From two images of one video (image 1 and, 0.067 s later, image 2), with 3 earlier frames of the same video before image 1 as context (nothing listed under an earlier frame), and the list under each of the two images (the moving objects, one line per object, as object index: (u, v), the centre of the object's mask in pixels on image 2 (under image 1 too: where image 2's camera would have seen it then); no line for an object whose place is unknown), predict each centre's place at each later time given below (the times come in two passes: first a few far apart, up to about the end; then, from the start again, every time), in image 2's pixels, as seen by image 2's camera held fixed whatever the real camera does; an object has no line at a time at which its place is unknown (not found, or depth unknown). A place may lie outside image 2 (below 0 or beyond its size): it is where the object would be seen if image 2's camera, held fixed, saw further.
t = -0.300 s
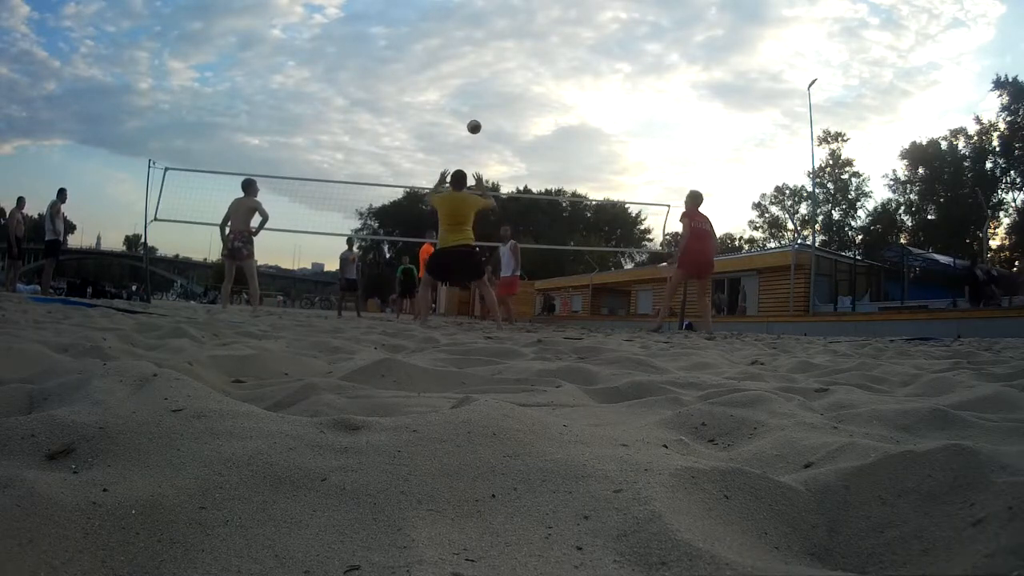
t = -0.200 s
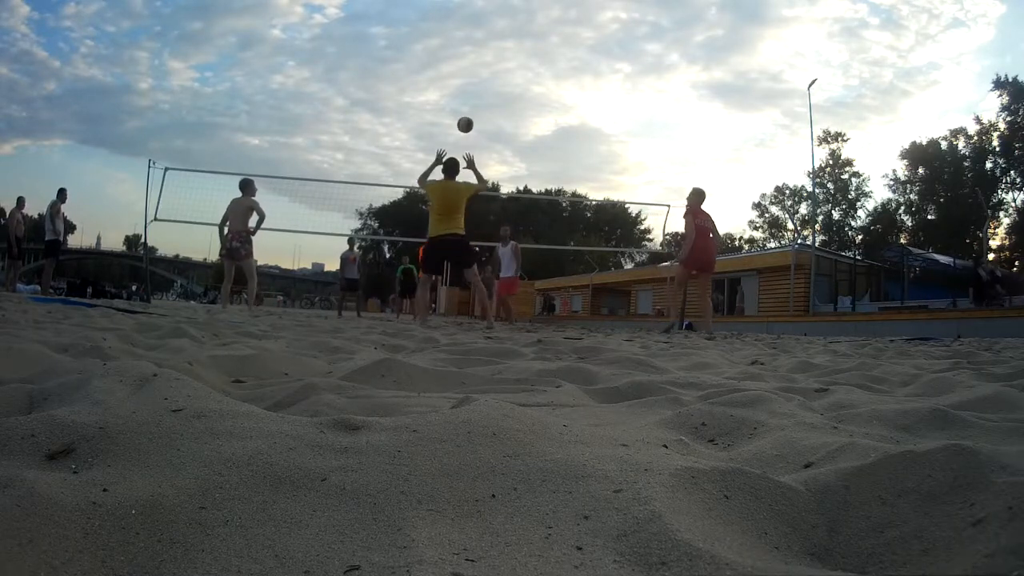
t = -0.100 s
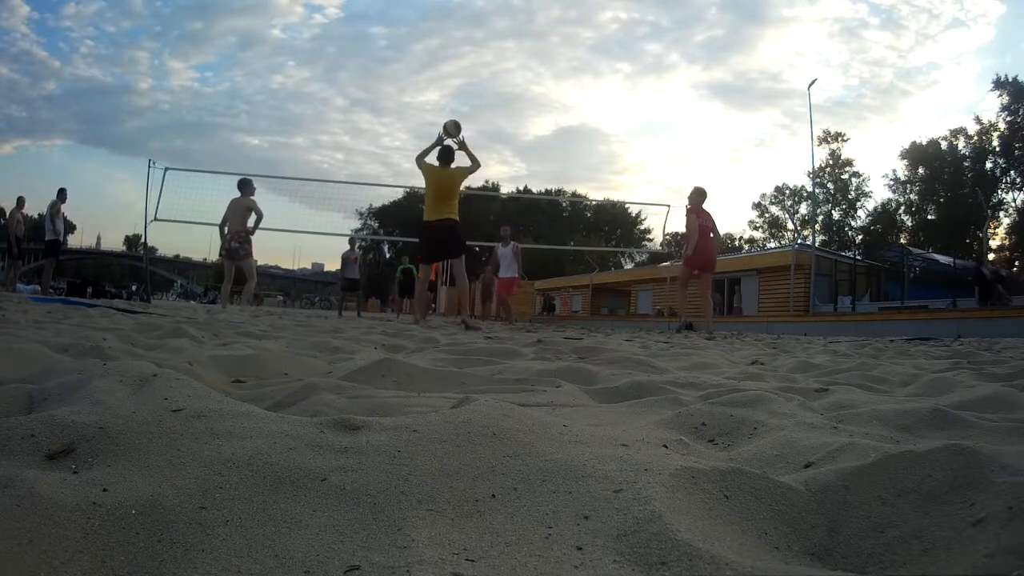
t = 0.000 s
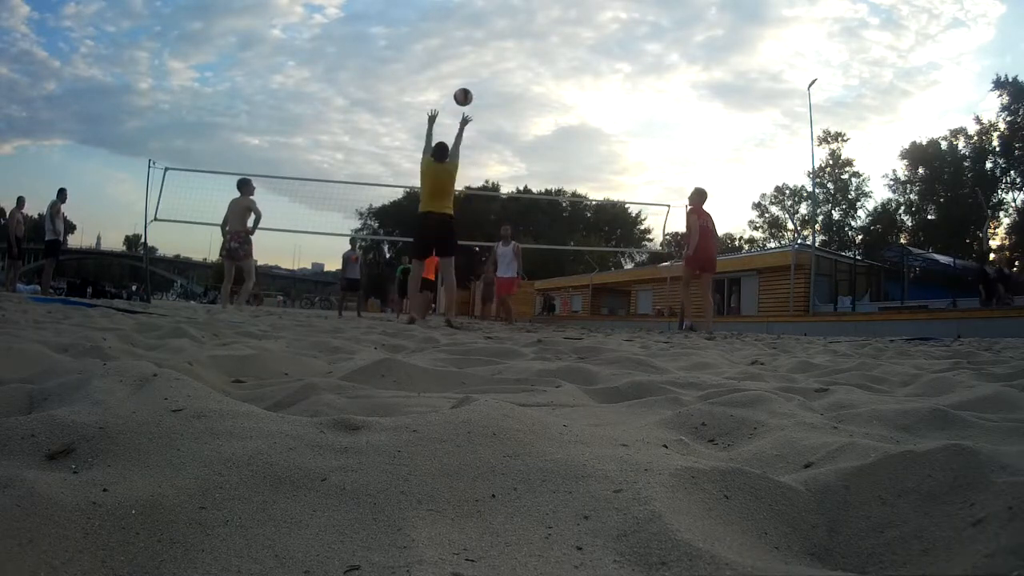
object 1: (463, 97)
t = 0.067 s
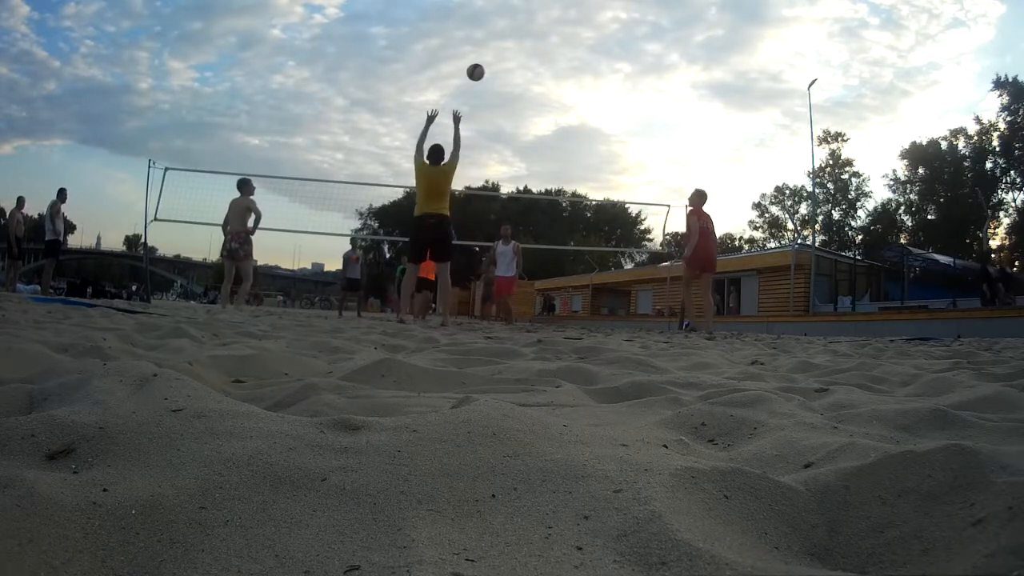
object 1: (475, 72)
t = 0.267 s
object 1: (506, 27)
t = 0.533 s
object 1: (533, 18)
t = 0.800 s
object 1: (554, 51)
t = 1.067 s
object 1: (570, 122)
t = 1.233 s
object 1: (578, 184)
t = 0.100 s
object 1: (481, 62)
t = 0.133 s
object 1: (486, 53)
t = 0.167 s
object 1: (491, 44)
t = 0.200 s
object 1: (496, 38)
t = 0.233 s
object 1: (501, 32)
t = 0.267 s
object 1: (506, 27)
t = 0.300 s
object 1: (510, 23)
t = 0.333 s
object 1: (514, 20)
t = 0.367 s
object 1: (517, 18)
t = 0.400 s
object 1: (521, 17)
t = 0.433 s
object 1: (524, 16)
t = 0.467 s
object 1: (527, 16)
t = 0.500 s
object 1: (530, 17)
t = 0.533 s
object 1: (533, 18)
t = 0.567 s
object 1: (536, 20)
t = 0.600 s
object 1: (539, 23)
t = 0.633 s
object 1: (542, 26)
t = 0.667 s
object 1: (544, 30)
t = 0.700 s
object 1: (547, 34)
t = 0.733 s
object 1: (549, 40)
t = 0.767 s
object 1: (552, 45)
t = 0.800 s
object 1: (554, 51)
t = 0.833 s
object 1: (557, 58)
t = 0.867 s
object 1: (559, 65)
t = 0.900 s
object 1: (561, 74)
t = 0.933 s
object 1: (563, 82)
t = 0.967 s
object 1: (565, 91)
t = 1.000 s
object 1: (567, 101)
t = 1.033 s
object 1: (568, 111)
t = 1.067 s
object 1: (570, 122)
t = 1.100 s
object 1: (572, 133)
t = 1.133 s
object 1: (573, 145)
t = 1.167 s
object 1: (575, 158)
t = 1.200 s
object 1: (576, 171)
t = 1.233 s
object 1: (578, 184)
